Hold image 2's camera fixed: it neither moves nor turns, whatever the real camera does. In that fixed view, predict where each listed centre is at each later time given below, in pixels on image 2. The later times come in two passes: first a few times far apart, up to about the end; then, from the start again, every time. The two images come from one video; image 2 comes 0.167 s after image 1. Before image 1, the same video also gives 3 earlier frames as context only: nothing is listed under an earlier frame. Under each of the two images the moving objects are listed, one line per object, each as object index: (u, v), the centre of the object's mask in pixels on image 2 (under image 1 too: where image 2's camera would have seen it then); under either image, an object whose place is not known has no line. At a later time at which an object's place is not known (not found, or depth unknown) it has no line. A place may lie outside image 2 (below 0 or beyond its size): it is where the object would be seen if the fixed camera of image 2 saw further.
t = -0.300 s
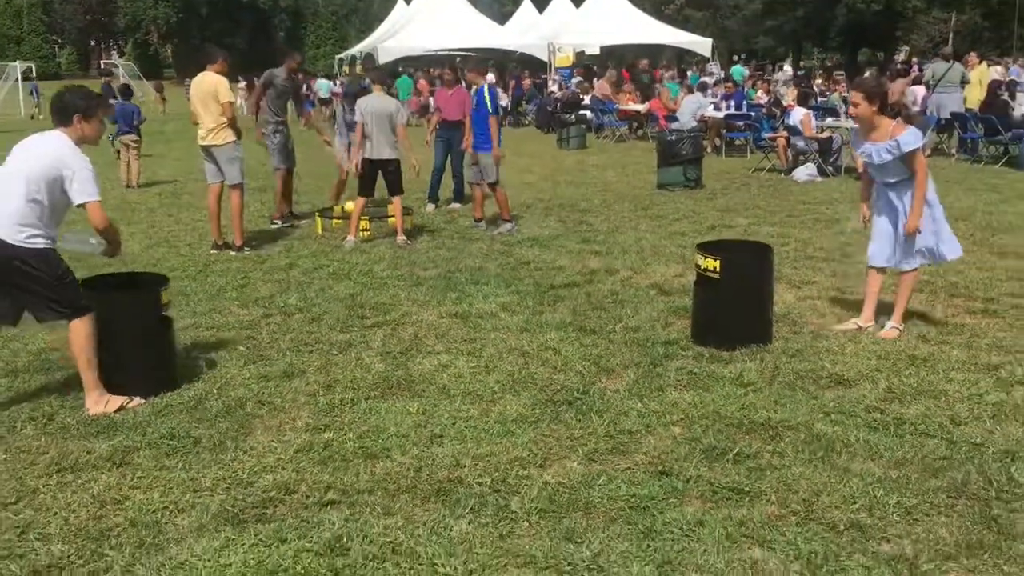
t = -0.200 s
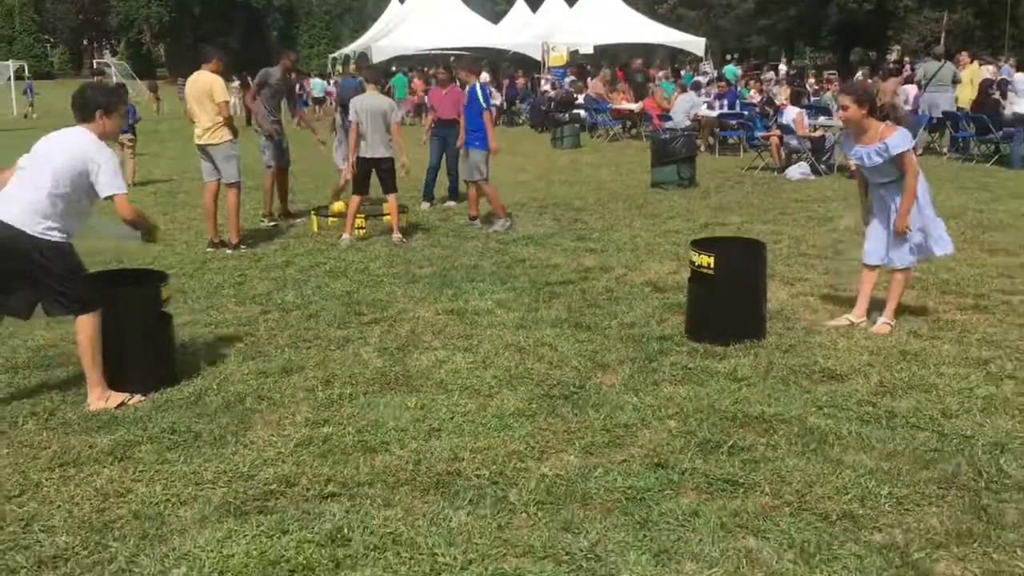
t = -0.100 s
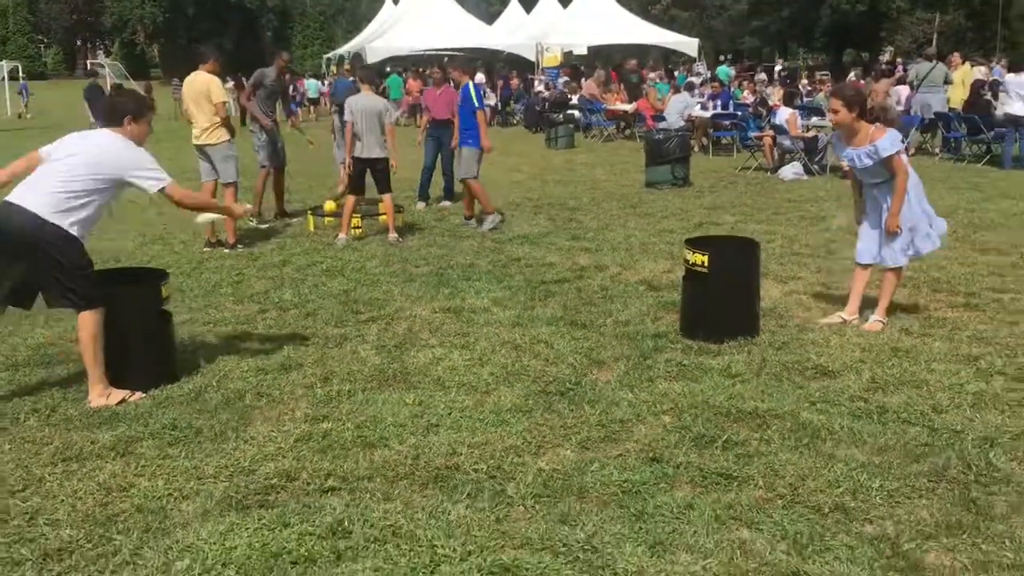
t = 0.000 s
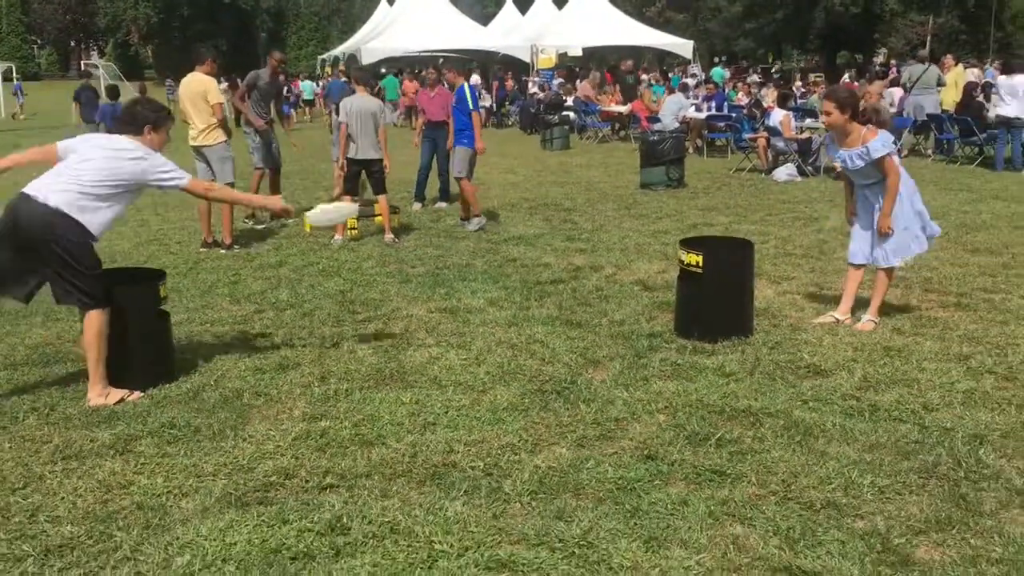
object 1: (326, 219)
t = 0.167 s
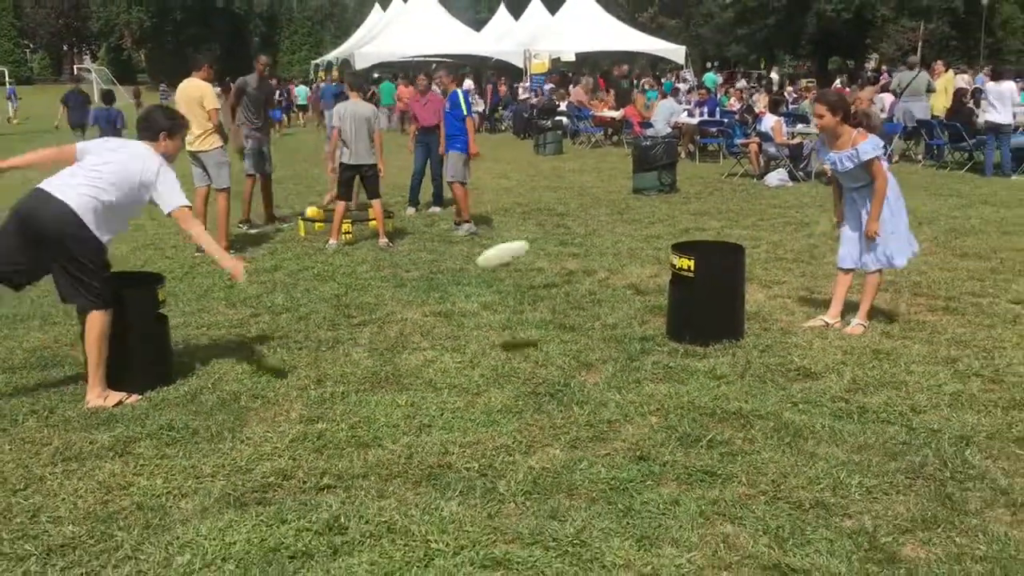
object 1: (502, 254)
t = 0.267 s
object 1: (604, 289)
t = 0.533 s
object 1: (769, 333)
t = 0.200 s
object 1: (537, 264)
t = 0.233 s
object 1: (571, 276)
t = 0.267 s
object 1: (604, 289)
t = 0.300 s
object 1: (637, 303)
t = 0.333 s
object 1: (669, 316)
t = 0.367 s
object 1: (700, 331)
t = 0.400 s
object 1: (732, 347)
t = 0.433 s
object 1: (755, 356)
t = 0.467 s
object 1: (763, 351)
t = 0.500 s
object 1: (767, 341)
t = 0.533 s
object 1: (769, 333)
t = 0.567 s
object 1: (771, 327)
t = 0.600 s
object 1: (773, 324)
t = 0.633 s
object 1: (776, 322)
